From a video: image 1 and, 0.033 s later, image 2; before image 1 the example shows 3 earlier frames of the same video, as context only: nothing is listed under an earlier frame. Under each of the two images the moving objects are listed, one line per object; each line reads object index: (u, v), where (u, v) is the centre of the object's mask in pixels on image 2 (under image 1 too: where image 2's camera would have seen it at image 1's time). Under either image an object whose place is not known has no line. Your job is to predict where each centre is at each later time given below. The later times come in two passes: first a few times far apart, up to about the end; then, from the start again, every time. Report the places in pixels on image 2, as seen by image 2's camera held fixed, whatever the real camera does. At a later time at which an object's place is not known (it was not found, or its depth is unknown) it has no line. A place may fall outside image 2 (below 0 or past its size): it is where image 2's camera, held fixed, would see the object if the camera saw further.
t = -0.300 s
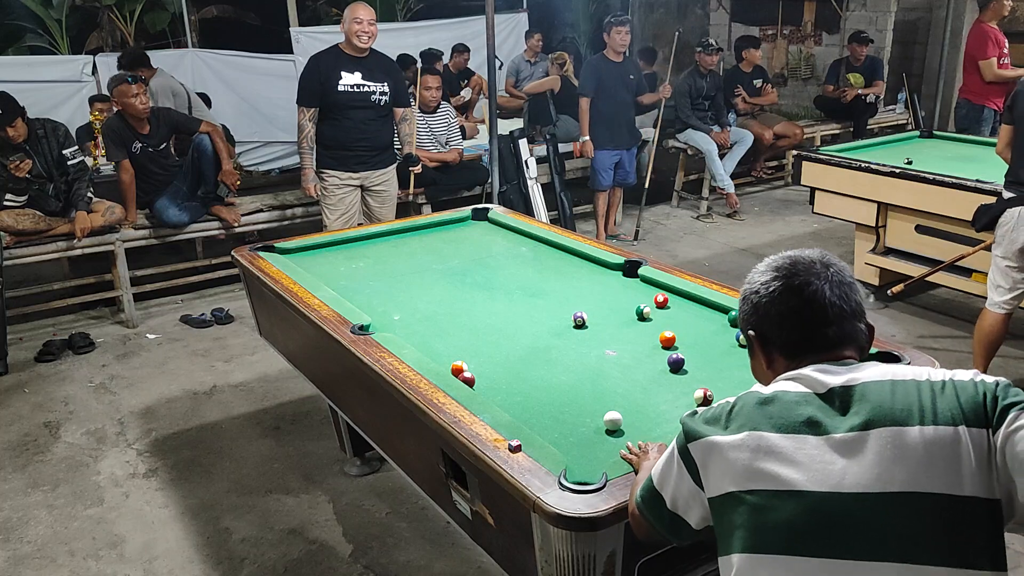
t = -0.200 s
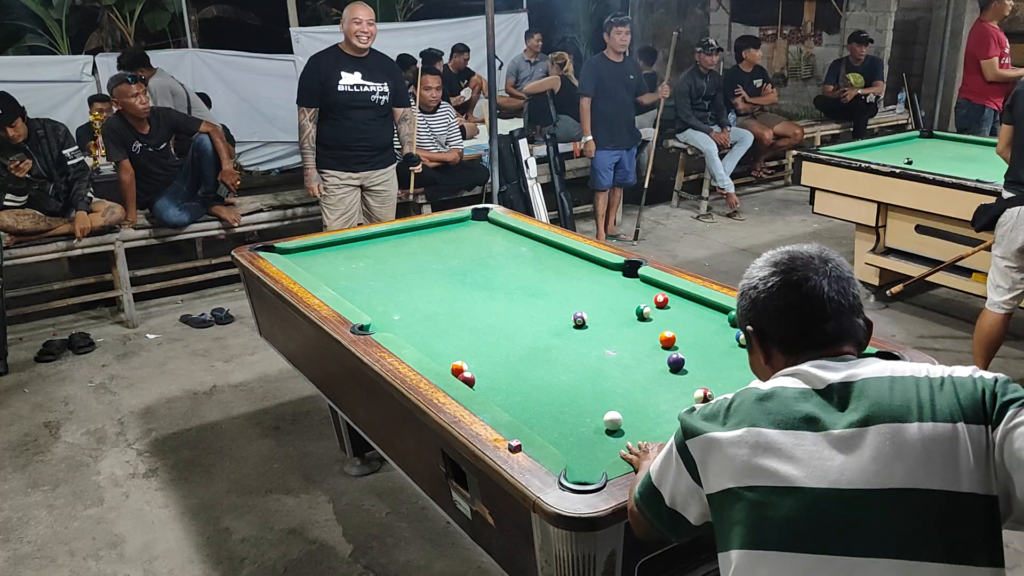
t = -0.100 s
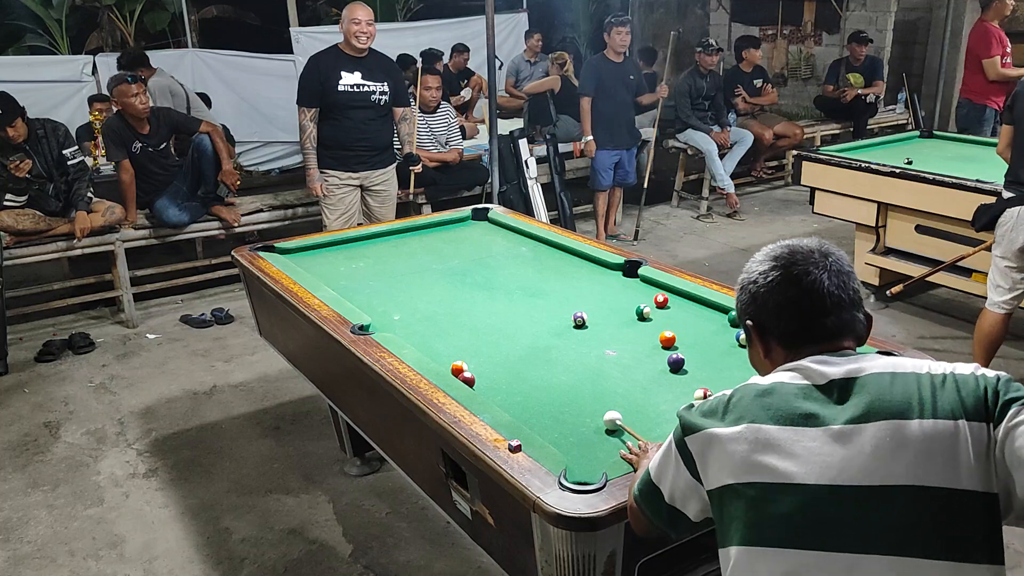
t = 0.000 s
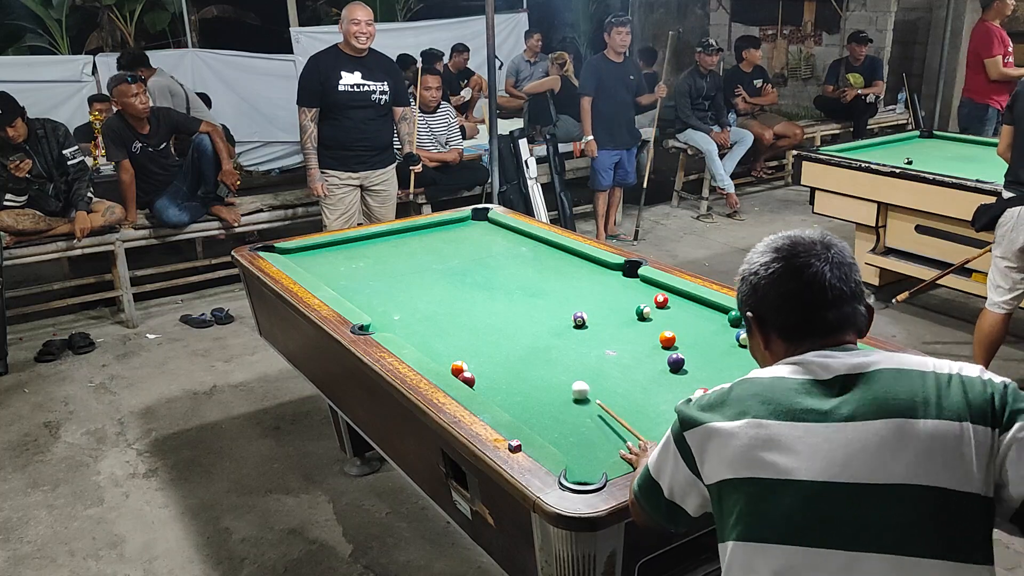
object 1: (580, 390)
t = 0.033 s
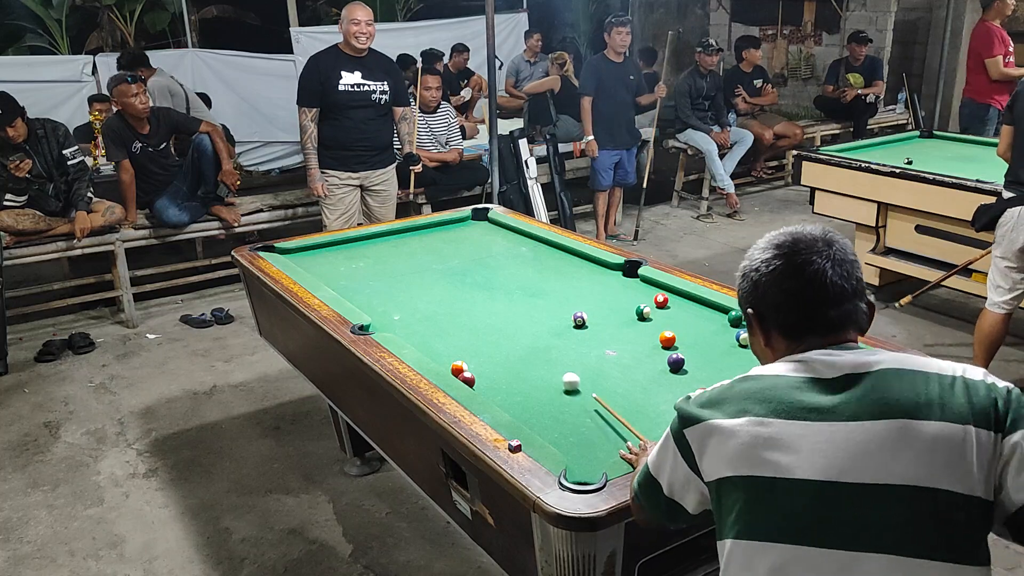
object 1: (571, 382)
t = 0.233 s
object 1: (523, 338)
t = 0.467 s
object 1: (480, 299)
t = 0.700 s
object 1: (446, 268)
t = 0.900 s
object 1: (423, 247)
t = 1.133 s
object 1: (410, 232)
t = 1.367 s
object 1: (441, 242)
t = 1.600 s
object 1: (474, 252)
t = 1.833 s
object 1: (507, 263)
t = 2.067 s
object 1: (540, 273)
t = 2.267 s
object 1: (570, 283)
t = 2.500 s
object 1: (605, 295)
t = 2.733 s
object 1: (639, 303)
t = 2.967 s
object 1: (673, 310)
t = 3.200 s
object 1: (705, 312)
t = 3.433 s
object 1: (726, 313)
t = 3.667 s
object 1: (724, 315)
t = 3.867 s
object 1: (721, 316)
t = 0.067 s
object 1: (562, 374)
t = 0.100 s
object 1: (554, 366)
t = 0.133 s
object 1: (545, 359)
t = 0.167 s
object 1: (537, 352)
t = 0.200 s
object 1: (530, 345)
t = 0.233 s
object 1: (523, 338)
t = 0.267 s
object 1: (516, 332)
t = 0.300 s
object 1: (509, 326)
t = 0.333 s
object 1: (503, 320)
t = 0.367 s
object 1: (497, 314)
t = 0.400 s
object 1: (491, 309)
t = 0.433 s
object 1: (485, 304)
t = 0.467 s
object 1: (480, 299)
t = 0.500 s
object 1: (474, 294)
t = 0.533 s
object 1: (469, 290)
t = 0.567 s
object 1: (464, 285)
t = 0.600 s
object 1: (459, 281)
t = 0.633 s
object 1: (455, 276)
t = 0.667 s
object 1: (450, 272)
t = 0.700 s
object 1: (446, 268)
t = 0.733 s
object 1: (442, 265)
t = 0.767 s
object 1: (438, 261)
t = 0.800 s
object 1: (434, 257)
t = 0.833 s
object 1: (430, 254)
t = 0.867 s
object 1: (426, 251)
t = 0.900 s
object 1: (423, 247)
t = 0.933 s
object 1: (419, 244)
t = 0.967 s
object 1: (416, 241)
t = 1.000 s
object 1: (413, 238)
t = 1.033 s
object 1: (409, 235)
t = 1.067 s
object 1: (406, 233)
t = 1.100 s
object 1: (405, 231)
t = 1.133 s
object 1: (410, 232)
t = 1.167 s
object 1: (414, 234)
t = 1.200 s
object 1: (419, 235)
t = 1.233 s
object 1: (423, 237)
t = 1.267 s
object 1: (428, 238)
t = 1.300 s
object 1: (432, 239)
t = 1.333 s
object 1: (437, 241)
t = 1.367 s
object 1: (441, 242)
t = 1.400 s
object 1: (446, 244)
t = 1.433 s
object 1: (450, 245)
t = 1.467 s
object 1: (455, 246)
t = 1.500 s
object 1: (460, 248)
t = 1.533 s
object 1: (464, 249)
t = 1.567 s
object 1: (469, 251)
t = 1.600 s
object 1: (474, 252)
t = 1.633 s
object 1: (478, 254)
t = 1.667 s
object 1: (483, 255)
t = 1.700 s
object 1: (487, 257)
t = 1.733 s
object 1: (492, 258)
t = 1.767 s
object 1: (497, 260)
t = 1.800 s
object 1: (502, 261)
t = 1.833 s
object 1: (507, 263)
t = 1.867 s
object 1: (511, 264)
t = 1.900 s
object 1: (516, 266)
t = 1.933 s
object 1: (521, 267)
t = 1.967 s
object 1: (526, 269)
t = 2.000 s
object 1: (531, 270)
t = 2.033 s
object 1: (536, 272)
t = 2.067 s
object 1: (540, 273)
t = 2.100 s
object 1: (545, 275)
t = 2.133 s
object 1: (550, 277)
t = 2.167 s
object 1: (555, 278)
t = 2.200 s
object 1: (560, 280)
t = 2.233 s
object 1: (565, 281)
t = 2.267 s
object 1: (570, 283)
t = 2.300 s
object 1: (575, 285)
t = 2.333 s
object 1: (580, 286)
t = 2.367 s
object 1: (585, 288)
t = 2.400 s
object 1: (590, 290)
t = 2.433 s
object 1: (595, 291)
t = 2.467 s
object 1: (600, 293)
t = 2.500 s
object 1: (605, 295)
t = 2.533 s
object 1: (609, 296)
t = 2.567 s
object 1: (614, 298)
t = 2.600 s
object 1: (619, 299)
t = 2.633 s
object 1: (624, 301)
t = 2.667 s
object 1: (629, 303)
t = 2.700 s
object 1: (634, 303)
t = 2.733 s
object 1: (639, 303)
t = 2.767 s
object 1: (645, 303)
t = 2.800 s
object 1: (650, 306)
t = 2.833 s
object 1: (655, 308)
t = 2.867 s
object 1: (659, 308)
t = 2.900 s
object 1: (664, 309)
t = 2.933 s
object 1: (669, 309)
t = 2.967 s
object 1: (673, 310)
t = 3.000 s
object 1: (678, 310)
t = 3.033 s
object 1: (682, 310)
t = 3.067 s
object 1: (687, 311)
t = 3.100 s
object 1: (692, 311)
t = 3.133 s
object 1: (696, 311)
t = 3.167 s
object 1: (700, 312)
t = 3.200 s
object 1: (705, 312)
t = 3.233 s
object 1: (709, 313)
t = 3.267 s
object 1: (713, 313)
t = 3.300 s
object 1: (717, 314)
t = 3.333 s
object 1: (721, 314)
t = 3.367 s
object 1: (723, 314)
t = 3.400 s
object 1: (725, 313)
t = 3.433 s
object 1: (726, 313)
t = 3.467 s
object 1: (727, 313)
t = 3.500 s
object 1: (727, 313)
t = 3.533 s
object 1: (726, 314)
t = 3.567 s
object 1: (725, 314)
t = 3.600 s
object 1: (725, 314)
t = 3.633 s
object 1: (724, 314)
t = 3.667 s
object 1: (724, 315)
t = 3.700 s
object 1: (723, 315)
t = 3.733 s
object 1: (723, 315)
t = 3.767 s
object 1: (722, 315)
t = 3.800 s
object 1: (722, 315)
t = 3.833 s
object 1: (721, 316)
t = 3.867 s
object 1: (721, 316)
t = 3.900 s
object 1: (720, 316)
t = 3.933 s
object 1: (720, 316)
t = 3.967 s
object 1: (720, 316)
